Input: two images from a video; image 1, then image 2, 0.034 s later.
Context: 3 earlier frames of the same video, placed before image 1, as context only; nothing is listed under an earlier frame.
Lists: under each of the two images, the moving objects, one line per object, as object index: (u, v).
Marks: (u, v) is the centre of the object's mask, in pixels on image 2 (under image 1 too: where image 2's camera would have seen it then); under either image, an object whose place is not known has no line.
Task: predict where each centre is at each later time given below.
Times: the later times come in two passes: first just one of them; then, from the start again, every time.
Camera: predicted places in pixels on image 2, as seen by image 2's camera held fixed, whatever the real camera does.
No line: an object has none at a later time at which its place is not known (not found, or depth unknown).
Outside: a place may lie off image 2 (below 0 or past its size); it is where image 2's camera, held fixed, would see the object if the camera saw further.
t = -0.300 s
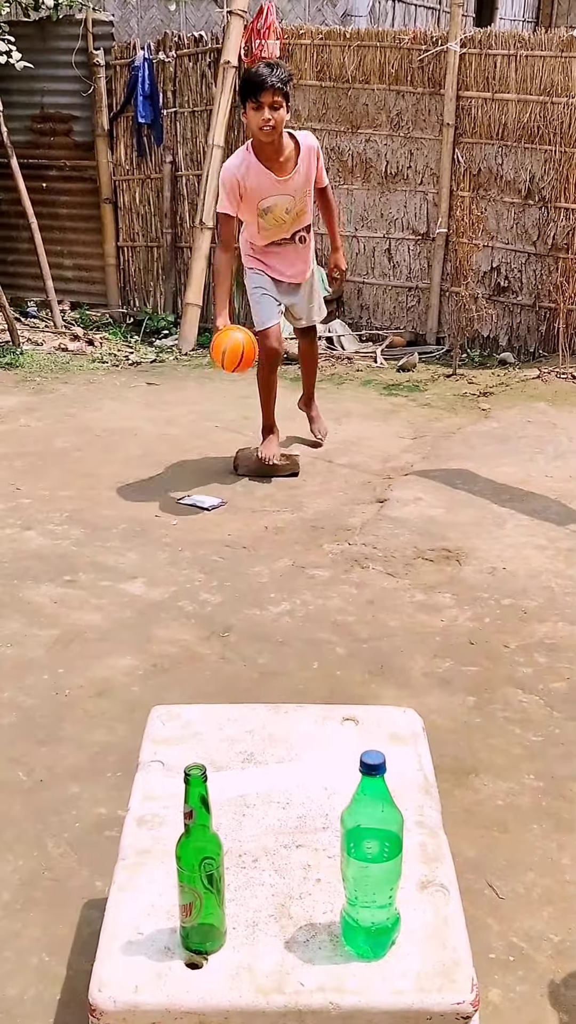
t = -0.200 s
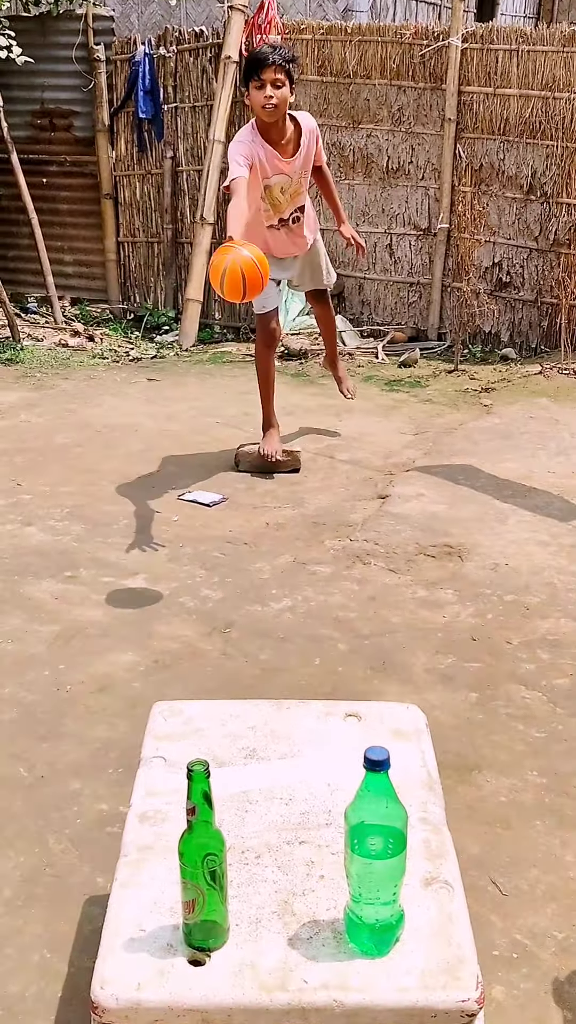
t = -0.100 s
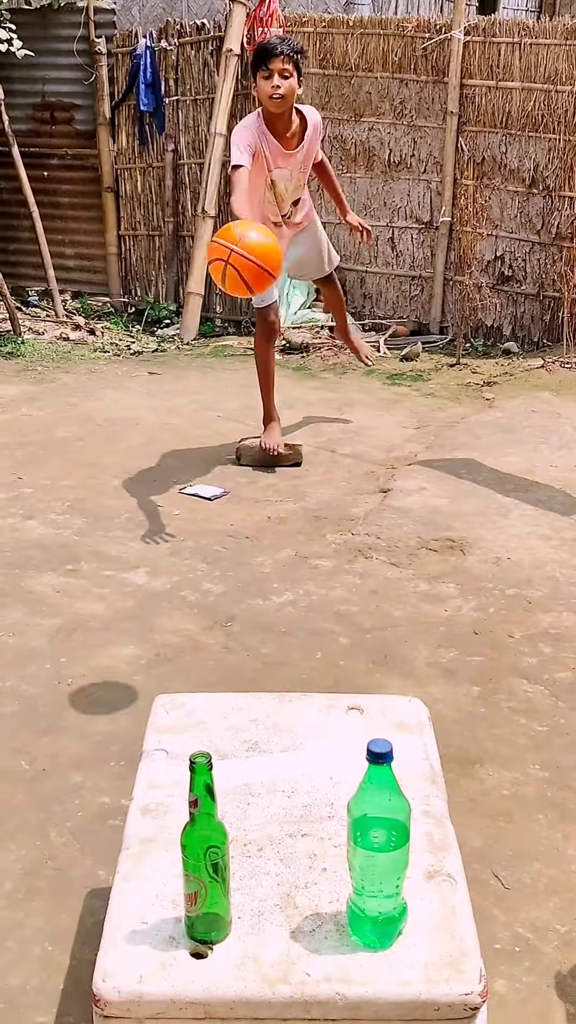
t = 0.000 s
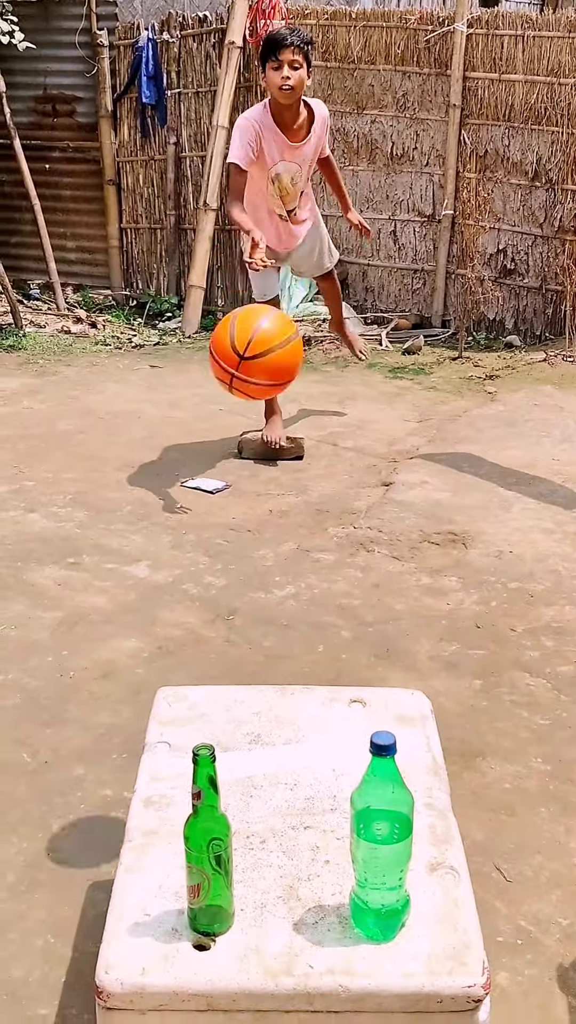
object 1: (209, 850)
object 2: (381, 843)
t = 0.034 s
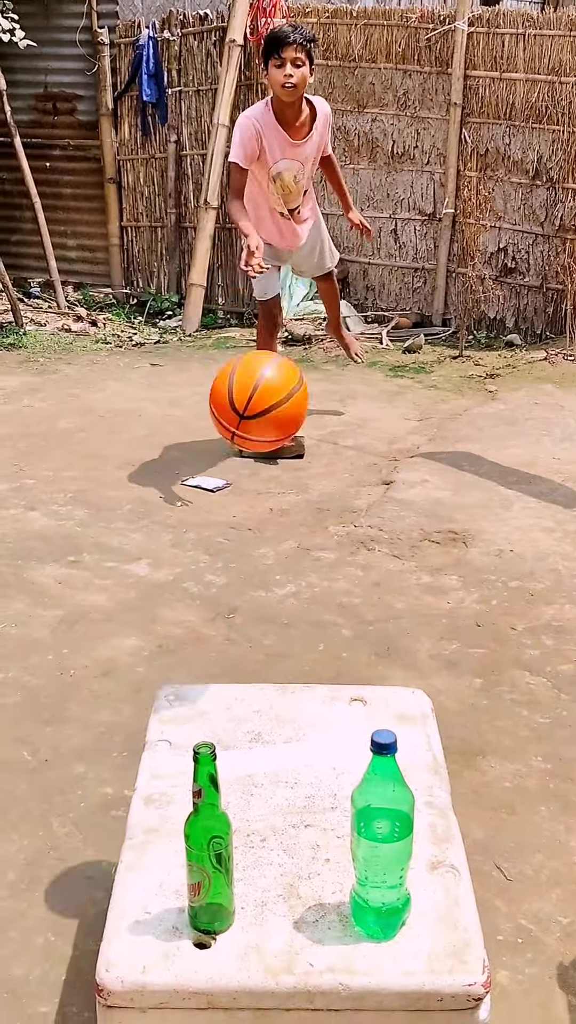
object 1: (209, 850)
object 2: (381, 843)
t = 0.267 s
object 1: (123, 981)
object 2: (420, 855)
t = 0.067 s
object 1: (209, 850)
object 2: (381, 843)
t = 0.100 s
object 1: (209, 850)
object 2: (381, 843)
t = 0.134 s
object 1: (207, 852)
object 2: (381, 843)
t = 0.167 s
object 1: (189, 862)
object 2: (387, 844)
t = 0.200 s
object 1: (170, 881)
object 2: (400, 841)
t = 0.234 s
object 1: (129, 946)
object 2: (413, 852)
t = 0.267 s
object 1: (123, 981)
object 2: (420, 855)
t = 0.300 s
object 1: (126, 998)
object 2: (429, 856)
